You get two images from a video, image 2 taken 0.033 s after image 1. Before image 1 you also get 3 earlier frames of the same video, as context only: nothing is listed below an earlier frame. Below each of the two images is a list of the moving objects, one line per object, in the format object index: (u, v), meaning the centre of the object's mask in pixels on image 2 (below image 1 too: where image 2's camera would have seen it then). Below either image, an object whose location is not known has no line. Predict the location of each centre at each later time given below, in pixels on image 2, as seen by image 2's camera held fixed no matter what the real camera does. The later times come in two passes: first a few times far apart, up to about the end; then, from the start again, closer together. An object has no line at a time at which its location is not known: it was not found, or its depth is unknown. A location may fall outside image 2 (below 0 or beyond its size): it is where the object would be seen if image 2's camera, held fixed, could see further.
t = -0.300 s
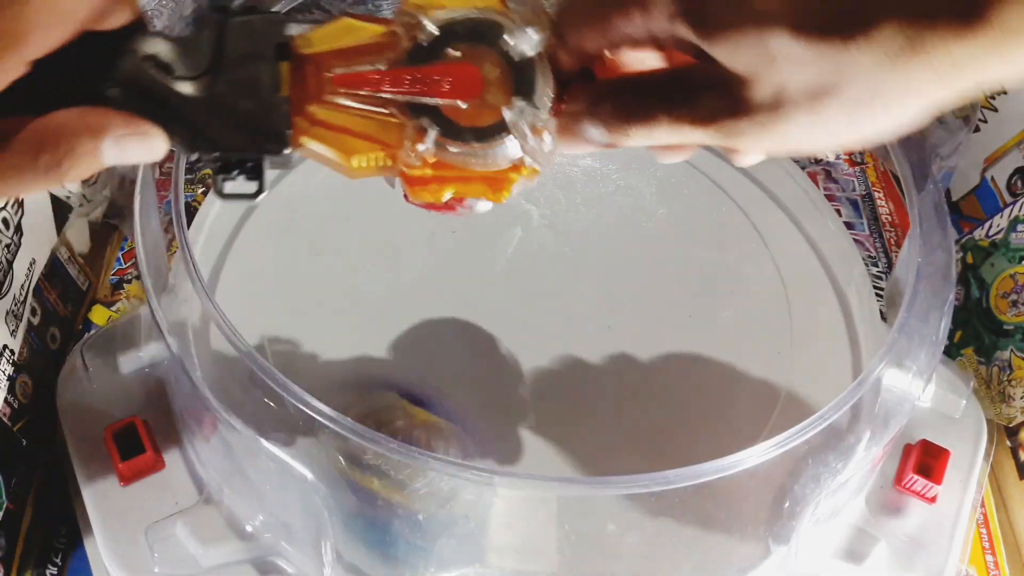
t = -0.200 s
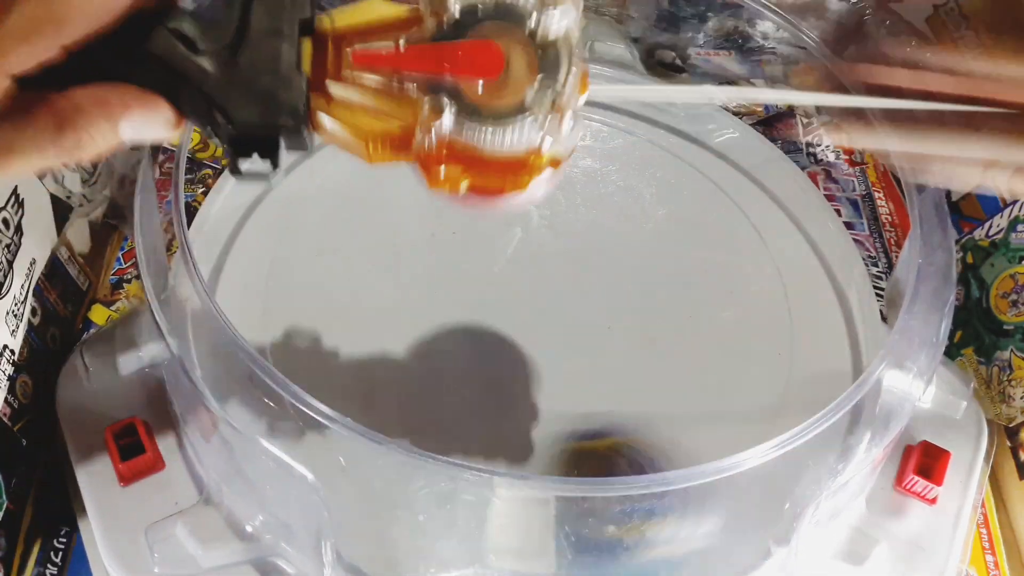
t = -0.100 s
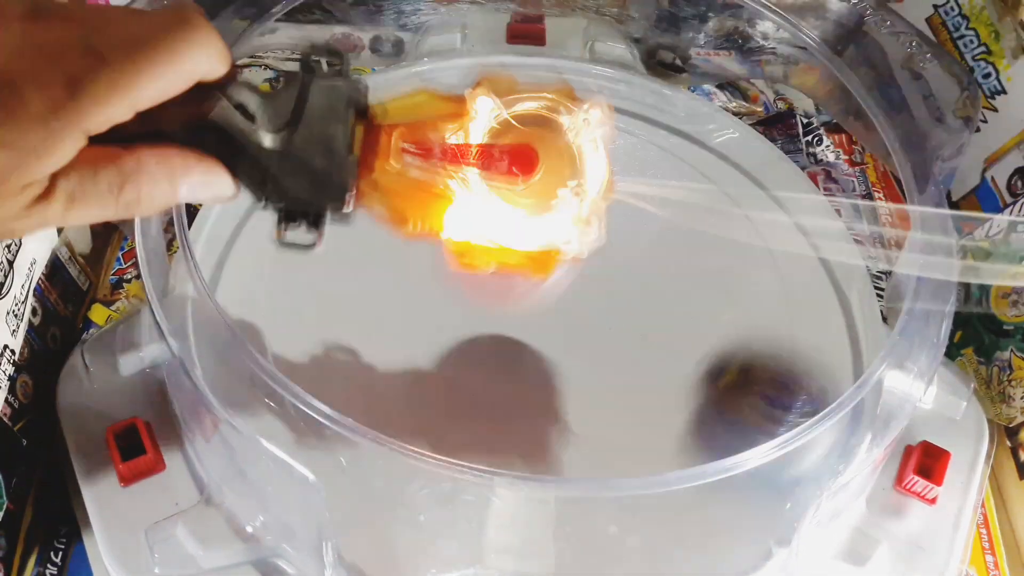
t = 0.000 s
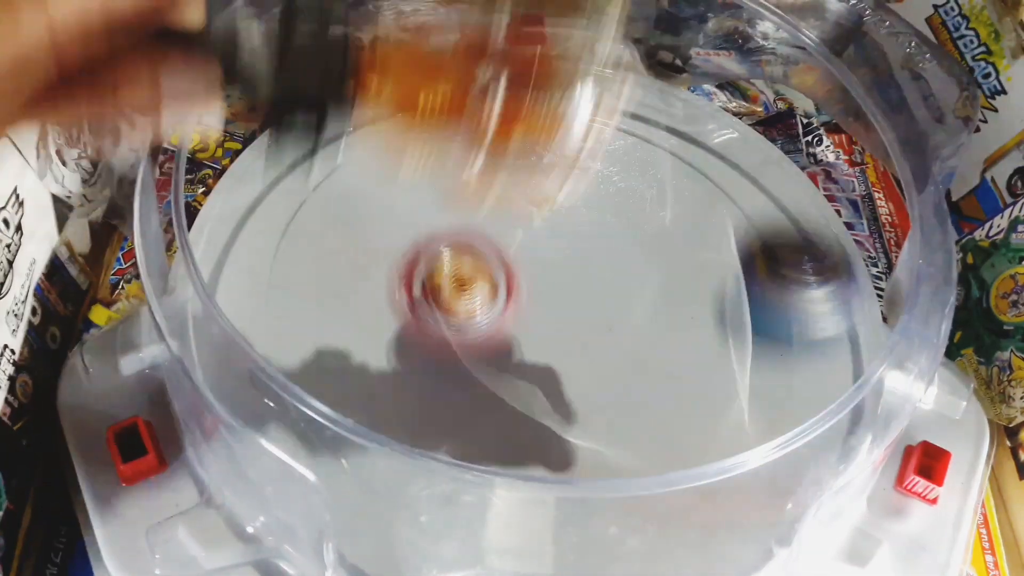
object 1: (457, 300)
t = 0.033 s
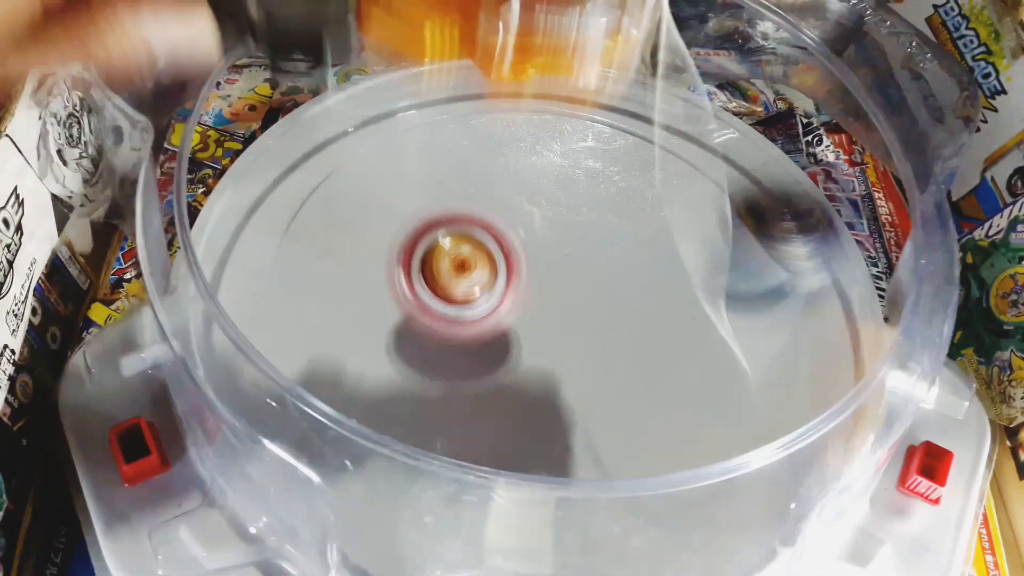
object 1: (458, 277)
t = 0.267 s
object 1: (505, 258)
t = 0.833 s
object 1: (592, 261)
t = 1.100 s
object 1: (474, 120)
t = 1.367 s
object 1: (429, 194)
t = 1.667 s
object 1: (678, 351)
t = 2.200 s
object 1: (657, 202)
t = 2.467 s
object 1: (568, 342)
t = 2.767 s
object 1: (787, 352)
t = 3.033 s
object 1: (648, 236)
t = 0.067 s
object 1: (453, 288)
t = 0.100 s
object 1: (452, 290)
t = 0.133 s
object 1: (460, 280)
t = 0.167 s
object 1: (470, 269)
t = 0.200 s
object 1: (479, 270)
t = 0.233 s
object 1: (492, 260)
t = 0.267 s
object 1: (505, 258)
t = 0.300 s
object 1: (520, 257)
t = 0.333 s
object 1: (537, 256)
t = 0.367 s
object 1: (553, 256)
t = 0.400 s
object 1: (570, 257)
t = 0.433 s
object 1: (588, 259)
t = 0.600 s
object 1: (639, 279)
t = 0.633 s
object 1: (642, 284)
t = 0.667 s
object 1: (643, 289)
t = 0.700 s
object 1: (637, 293)
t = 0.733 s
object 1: (633, 298)
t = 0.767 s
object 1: (628, 303)
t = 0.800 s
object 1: (615, 293)
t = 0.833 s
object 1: (592, 261)
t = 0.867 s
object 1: (570, 229)
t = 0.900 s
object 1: (549, 198)
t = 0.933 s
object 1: (531, 175)
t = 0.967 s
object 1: (514, 152)
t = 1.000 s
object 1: (501, 134)
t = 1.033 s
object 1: (489, 123)
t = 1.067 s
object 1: (480, 118)
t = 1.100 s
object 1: (474, 120)
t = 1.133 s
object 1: (469, 129)
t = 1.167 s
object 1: (463, 132)
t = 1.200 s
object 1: (447, 121)
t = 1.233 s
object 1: (434, 116)
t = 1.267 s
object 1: (425, 122)
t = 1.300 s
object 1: (421, 139)
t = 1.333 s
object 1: (423, 164)
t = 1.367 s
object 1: (429, 194)
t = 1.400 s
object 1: (441, 229)
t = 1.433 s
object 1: (458, 266)
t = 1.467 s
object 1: (484, 293)
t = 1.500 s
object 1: (514, 311)
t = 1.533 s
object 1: (544, 323)
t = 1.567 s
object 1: (575, 331)
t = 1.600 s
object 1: (608, 340)
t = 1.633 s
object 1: (641, 348)
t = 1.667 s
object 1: (678, 351)
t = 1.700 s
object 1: (710, 352)
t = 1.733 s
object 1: (735, 350)
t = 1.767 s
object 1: (759, 342)
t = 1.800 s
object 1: (781, 330)
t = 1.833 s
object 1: (797, 314)
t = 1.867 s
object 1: (806, 291)
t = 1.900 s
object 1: (796, 277)
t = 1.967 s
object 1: (747, 256)
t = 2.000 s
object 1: (721, 242)
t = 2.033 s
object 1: (690, 231)
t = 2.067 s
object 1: (677, 221)
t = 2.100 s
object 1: (675, 211)
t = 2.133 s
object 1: (671, 204)
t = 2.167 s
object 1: (665, 200)
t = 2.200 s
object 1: (657, 202)
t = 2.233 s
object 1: (649, 209)
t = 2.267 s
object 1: (639, 219)
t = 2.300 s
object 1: (628, 235)
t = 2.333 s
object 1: (617, 253)
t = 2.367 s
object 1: (605, 274)
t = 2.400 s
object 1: (592, 295)
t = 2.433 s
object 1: (580, 319)
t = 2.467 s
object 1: (568, 342)
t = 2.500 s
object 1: (557, 365)
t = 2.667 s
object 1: (691, 392)
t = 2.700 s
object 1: (728, 382)
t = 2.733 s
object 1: (758, 368)
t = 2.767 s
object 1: (787, 352)
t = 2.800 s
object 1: (798, 333)
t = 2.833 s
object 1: (792, 308)
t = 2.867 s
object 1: (776, 289)
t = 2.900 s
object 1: (752, 277)
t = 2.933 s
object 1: (730, 261)
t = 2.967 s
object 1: (703, 249)
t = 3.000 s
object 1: (677, 240)
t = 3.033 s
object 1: (648, 236)
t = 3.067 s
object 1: (616, 233)
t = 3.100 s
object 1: (613, 217)
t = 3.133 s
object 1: (642, 185)
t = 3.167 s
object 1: (669, 147)
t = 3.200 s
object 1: (686, 137)
